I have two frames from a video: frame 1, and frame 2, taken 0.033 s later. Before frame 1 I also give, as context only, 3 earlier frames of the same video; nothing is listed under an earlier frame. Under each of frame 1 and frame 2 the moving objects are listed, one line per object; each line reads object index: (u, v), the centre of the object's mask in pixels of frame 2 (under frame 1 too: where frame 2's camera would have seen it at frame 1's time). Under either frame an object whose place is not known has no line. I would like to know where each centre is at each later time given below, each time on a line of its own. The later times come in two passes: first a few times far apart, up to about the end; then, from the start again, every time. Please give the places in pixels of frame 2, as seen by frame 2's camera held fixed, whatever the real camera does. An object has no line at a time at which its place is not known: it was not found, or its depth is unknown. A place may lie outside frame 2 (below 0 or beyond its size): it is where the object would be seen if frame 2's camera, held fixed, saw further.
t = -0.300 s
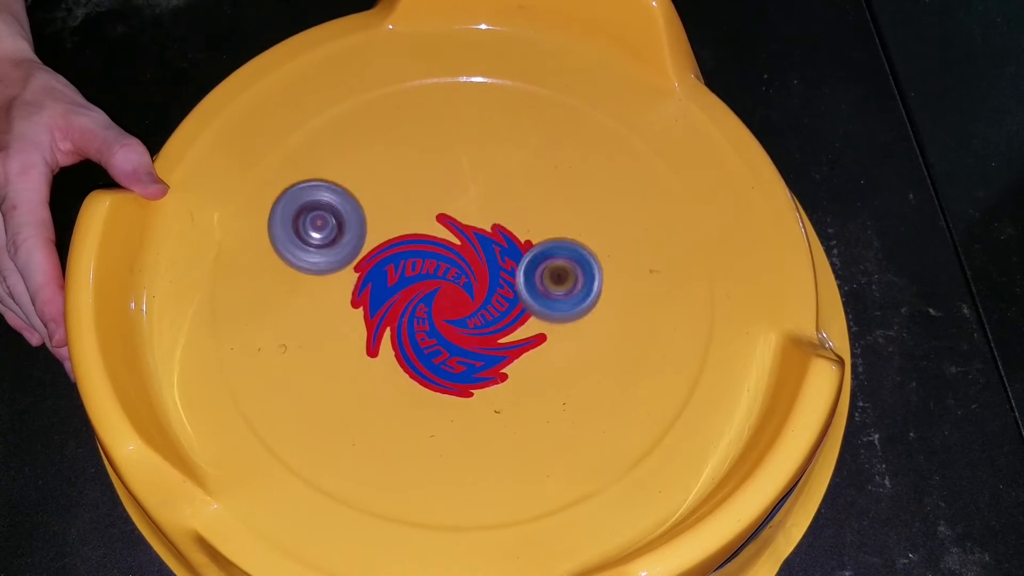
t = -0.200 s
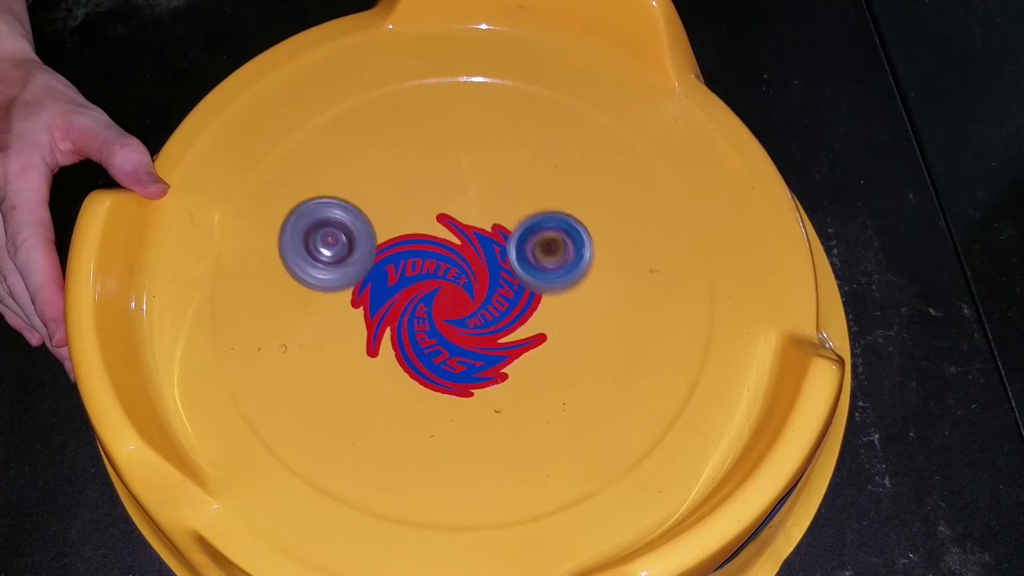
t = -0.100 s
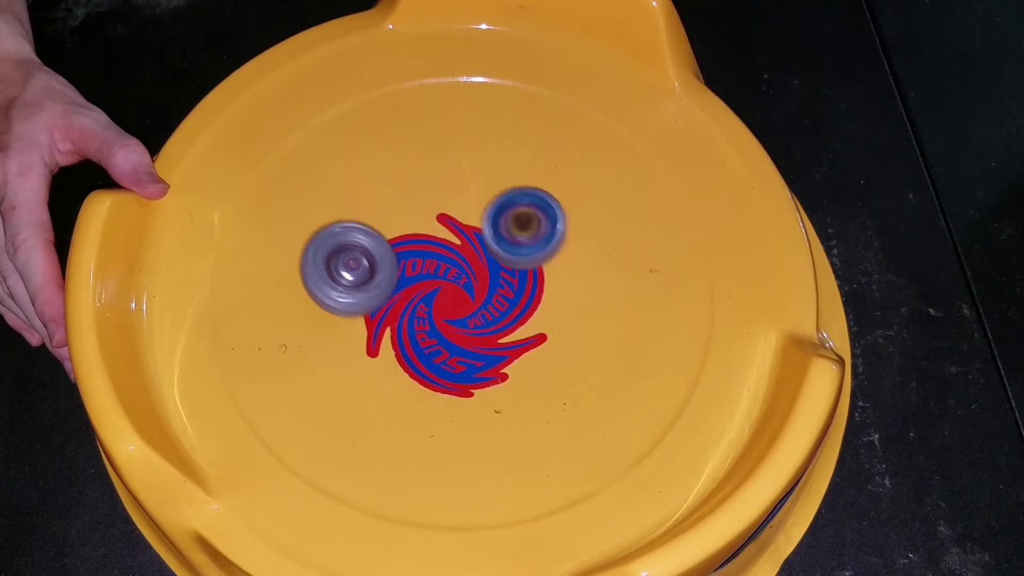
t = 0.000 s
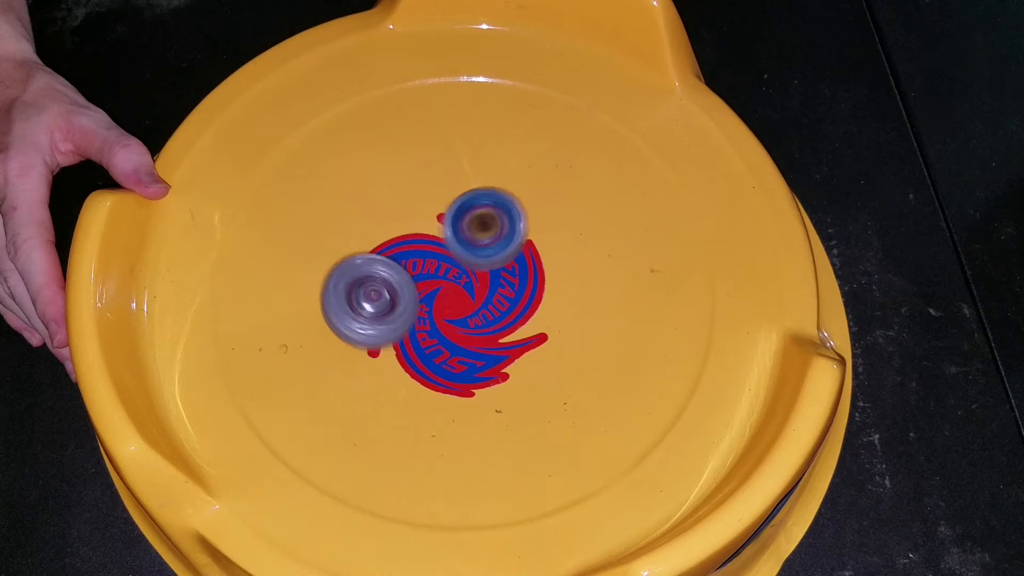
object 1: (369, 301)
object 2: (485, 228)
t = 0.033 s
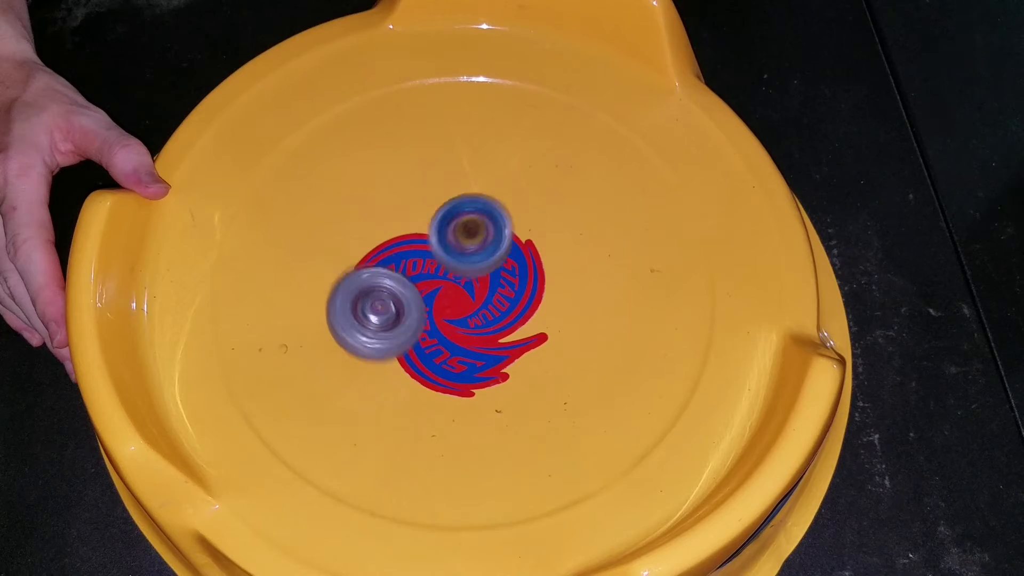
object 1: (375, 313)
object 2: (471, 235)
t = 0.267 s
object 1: (400, 374)
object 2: (455, 309)
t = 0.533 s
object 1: (423, 397)
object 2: (509, 302)
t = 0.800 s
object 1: (475, 351)
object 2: (466, 268)
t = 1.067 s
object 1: (532, 343)
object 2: (409, 296)
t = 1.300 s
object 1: (544, 294)
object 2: (444, 316)
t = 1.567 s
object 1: (549, 234)
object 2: (447, 271)
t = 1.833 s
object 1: (512, 217)
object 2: (430, 283)
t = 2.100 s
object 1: (500, 189)
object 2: (418, 324)
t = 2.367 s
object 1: (451, 225)
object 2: (458, 317)
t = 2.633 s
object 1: (409, 197)
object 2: (461, 326)
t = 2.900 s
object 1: (404, 218)
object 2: (472, 359)
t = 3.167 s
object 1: (420, 207)
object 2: (581, 414)
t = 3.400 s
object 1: (431, 279)
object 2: (571, 290)
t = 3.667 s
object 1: (386, 339)
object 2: (454, 242)
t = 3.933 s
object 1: (357, 353)
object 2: (384, 214)
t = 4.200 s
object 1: (445, 338)
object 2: (344, 277)
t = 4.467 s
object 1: (514, 344)
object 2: (422, 307)
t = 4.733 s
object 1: (546, 319)
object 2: (462, 250)
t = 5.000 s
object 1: (533, 272)
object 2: (441, 237)
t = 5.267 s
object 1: (529, 231)
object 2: (426, 259)
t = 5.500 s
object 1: (533, 237)
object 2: (402, 318)
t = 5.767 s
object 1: (485, 205)
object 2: (428, 362)
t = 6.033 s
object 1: (476, 205)
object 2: (468, 340)
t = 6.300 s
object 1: (417, 217)
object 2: (483, 348)
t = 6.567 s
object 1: (401, 226)
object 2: (481, 323)
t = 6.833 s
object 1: (385, 256)
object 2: (487, 329)
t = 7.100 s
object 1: (361, 252)
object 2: (563, 330)
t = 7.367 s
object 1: (414, 271)
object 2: (529, 277)
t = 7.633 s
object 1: (420, 311)
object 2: (498, 259)
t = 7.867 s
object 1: (426, 331)
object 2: (489, 248)
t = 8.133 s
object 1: (437, 324)
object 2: (458, 245)
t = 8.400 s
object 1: (461, 334)
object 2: (447, 237)
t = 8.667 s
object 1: (479, 333)
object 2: (431, 235)
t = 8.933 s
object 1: (485, 329)
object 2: (418, 235)
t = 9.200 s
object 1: (499, 306)
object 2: (421, 247)
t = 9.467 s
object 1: (507, 301)
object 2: (425, 248)
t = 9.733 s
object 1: (512, 315)
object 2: (393, 228)
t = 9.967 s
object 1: (488, 303)
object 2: (410, 259)
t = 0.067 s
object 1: (380, 325)
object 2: (460, 245)
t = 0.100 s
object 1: (383, 335)
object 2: (453, 257)
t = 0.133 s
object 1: (386, 345)
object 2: (449, 270)
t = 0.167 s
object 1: (390, 353)
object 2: (447, 282)
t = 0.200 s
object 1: (393, 362)
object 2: (447, 293)
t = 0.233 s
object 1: (396, 368)
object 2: (449, 301)
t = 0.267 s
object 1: (400, 374)
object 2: (455, 309)
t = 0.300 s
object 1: (401, 381)
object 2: (463, 317)
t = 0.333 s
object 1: (403, 388)
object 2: (471, 324)
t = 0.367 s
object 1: (405, 393)
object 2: (478, 327)
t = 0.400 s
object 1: (407, 397)
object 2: (485, 326)
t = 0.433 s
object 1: (410, 399)
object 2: (492, 321)
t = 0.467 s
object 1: (414, 400)
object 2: (500, 316)
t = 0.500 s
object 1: (418, 399)
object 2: (506, 309)
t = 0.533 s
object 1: (423, 397)
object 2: (509, 302)
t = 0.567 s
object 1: (428, 394)
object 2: (509, 294)
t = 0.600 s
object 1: (434, 390)
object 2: (506, 287)
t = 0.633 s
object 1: (439, 384)
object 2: (503, 280)
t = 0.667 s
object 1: (445, 378)
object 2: (496, 275)
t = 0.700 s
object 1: (452, 371)
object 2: (487, 272)
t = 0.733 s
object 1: (459, 364)
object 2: (479, 268)
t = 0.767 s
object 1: (467, 357)
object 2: (474, 267)
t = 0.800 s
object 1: (475, 351)
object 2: (466, 268)
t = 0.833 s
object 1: (484, 348)
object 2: (457, 270)
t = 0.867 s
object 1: (496, 352)
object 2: (447, 263)
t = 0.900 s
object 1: (507, 354)
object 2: (437, 260)
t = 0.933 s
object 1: (517, 355)
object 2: (429, 261)
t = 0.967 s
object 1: (523, 354)
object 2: (424, 266)
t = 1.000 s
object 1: (527, 351)
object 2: (419, 275)
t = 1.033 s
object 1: (530, 347)
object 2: (414, 286)
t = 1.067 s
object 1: (532, 343)
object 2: (409, 296)
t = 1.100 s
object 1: (533, 338)
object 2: (409, 304)
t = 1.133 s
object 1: (532, 332)
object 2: (412, 309)
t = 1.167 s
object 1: (532, 326)
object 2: (420, 313)
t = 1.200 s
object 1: (534, 319)
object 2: (429, 317)
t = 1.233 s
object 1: (537, 311)
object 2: (437, 320)
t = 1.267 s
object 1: (541, 304)
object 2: (441, 320)
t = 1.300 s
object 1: (544, 294)
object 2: (444, 316)
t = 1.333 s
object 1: (548, 285)
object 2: (449, 311)
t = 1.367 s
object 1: (551, 276)
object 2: (452, 308)
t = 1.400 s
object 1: (553, 268)
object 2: (455, 304)
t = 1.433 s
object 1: (553, 261)
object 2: (453, 297)
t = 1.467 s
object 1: (553, 253)
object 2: (450, 290)
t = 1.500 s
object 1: (553, 246)
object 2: (450, 281)
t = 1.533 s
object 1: (551, 239)
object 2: (450, 274)
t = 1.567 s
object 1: (549, 234)
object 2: (447, 271)
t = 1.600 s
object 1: (546, 229)
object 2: (440, 269)
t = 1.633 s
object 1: (543, 225)
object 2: (433, 267)
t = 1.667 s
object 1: (539, 222)
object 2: (429, 266)
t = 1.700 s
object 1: (535, 220)
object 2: (425, 266)
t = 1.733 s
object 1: (530, 219)
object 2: (425, 268)
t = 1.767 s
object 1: (525, 218)
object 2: (426, 272)
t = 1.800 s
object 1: (519, 218)
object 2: (429, 277)
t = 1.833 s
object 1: (512, 217)
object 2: (430, 283)
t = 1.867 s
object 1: (505, 217)
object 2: (432, 286)
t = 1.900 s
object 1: (498, 216)
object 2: (436, 286)
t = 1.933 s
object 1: (497, 211)
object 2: (430, 291)
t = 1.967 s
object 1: (500, 199)
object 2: (416, 301)
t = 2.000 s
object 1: (502, 193)
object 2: (407, 309)
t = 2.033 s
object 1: (502, 189)
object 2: (406, 315)
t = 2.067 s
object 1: (502, 188)
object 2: (411, 320)
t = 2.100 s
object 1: (500, 189)
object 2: (418, 324)
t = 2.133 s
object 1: (499, 193)
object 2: (428, 327)
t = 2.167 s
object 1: (496, 198)
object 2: (437, 327)
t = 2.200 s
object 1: (493, 204)
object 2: (444, 325)
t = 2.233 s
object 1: (486, 210)
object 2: (450, 321)
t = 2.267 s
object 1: (477, 213)
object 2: (453, 319)
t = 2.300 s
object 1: (468, 217)
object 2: (455, 317)
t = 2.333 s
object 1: (460, 221)
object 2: (457, 316)
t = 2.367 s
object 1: (451, 225)
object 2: (458, 317)
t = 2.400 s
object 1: (443, 228)
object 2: (455, 317)
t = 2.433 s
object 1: (436, 228)
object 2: (451, 319)
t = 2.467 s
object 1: (427, 217)
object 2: (447, 331)
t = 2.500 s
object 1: (420, 209)
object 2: (446, 336)
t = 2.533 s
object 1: (415, 202)
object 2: (450, 336)
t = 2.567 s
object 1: (411, 198)
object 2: (454, 335)
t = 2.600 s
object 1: (410, 197)
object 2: (458, 331)
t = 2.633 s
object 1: (409, 197)
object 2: (461, 326)
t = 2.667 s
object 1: (410, 199)
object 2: (462, 321)
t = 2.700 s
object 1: (412, 203)
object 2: (462, 316)
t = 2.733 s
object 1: (414, 207)
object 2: (461, 313)
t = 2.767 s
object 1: (416, 213)
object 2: (461, 313)
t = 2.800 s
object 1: (416, 219)
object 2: (459, 315)
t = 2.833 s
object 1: (416, 226)
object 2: (456, 317)
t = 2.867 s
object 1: (415, 234)
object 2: (453, 319)
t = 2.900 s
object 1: (404, 218)
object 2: (472, 359)
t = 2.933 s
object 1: (395, 203)
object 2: (489, 391)
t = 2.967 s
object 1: (390, 196)
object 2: (506, 420)
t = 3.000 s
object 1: (389, 192)
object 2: (523, 438)
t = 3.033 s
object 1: (392, 190)
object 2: (537, 447)
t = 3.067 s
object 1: (397, 191)
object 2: (549, 448)
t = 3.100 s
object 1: (405, 194)
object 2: (562, 441)
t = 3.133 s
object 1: (412, 199)
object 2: (572, 428)
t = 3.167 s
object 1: (420, 207)
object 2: (581, 414)
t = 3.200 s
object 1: (425, 216)
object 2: (589, 395)
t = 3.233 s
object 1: (429, 226)
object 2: (593, 378)
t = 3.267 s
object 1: (433, 236)
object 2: (595, 359)
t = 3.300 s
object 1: (435, 249)
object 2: (593, 340)
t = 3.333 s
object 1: (436, 259)
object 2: (589, 322)
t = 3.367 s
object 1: (434, 270)
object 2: (581, 305)
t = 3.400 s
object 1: (431, 279)
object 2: (571, 290)
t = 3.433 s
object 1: (428, 289)
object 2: (556, 278)
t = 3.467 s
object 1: (422, 298)
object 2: (540, 268)
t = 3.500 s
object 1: (415, 309)
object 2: (523, 261)
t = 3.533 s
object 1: (409, 316)
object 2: (504, 256)
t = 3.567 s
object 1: (405, 319)
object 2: (488, 255)
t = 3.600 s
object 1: (403, 321)
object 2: (470, 258)
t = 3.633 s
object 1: (401, 323)
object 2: (455, 259)
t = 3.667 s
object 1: (386, 339)
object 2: (454, 242)
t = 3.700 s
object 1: (375, 351)
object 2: (455, 225)
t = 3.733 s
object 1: (367, 358)
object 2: (454, 212)
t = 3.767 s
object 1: (361, 361)
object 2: (448, 204)
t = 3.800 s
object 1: (358, 363)
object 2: (440, 201)
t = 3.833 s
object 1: (356, 363)
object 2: (427, 200)
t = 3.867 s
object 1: (355, 361)
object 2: (413, 203)
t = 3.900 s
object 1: (355, 358)
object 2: (399, 208)
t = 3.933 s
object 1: (357, 353)
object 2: (384, 214)
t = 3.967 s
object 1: (361, 348)
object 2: (372, 223)
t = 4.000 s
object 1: (368, 343)
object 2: (361, 233)
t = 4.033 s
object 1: (377, 339)
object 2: (353, 245)
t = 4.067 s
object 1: (388, 335)
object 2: (347, 256)
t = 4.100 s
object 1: (402, 335)
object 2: (342, 266)
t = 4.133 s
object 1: (418, 338)
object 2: (338, 267)
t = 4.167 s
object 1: (432, 338)
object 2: (338, 270)
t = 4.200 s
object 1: (445, 338)
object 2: (344, 277)
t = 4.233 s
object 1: (458, 339)
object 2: (350, 285)
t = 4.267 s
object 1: (468, 341)
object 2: (356, 295)
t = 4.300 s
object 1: (477, 342)
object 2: (363, 302)
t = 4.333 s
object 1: (485, 344)
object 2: (370, 307)
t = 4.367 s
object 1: (494, 346)
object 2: (381, 307)
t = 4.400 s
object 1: (503, 347)
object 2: (395, 308)
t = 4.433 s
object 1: (509, 346)
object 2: (410, 308)
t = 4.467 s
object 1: (514, 344)
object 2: (422, 307)
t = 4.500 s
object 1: (517, 341)
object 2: (431, 305)
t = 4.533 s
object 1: (520, 337)
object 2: (437, 300)
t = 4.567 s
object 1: (523, 333)
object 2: (442, 293)
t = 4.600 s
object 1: (526, 329)
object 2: (451, 284)
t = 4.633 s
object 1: (531, 325)
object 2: (459, 276)
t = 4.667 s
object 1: (539, 324)
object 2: (463, 264)
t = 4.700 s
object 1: (544, 322)
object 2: (463, 256)
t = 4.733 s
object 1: (546, 319)
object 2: (462, 250)
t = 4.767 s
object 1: (548, 316)
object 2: (458, 245)
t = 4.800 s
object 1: (546, 313)
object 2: (455, 240)
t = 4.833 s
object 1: (544, 309)
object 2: (452, 235)
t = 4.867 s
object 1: (539, 304)
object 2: (451, 233)
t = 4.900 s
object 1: (536, 297)
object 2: (449, 234)
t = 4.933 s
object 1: (534, 290)
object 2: (446, 236)
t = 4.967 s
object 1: (533, 281)
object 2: (442, 237)
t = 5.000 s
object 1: (533, 272)
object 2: (441, 237)
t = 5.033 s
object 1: (531, 263)
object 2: (442, 237)
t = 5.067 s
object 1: (534, 256)
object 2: (441, 238)
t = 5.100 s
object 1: (536, 249)
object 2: (438, 240)
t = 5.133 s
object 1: (536, 243)
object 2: (435, 245)
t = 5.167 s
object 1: (534, 239)
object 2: (433, 249)
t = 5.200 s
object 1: (530, 236)
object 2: (432, 253)
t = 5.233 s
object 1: (527, 234)
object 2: (434, 256)
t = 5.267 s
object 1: (529, 231)
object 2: (426, 259)
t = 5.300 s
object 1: (540, 226)
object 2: (404, 263)
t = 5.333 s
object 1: (545, 224)
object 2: (387, 269)
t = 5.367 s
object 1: (546, 224)
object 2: (381, 274)
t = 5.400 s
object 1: (546, 228)
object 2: (380, 285)
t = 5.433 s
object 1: (544, 232)
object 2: (383, 296)
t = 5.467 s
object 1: (540, 234)
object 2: (390, 309)
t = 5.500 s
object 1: (533, 237)
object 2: (402, 318)
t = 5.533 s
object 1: (526, 239)
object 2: (413, 324)
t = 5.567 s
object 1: (518, 241)
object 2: (424, 326)
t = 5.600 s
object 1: (507, 243)
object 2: (433, 326)
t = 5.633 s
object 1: (496, 244)
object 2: (441, 324)
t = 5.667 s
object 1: (490, 236)
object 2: (440, 334)
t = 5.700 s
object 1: (488, 223)
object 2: (433, 349)
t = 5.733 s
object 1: (487, 213)
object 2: (428, 359)
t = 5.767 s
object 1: (485, 205)
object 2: (428, 362)
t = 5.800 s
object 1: (483, 201)
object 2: (432, 362)
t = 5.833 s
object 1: (483, 198)
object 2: (437, 360)
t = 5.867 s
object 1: (484, 196)
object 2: (443, 358)
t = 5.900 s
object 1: (484, 195)
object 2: (449, 355)
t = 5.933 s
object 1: (483, 196)
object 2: (455, 352)
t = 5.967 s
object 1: (481, 198)
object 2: (460, 348)
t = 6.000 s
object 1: (479, 201)
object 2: (465, 344)
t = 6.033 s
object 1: (476, 205)
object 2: (468, 340)
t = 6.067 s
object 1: (472, 209)
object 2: (471, 335)
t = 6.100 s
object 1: (466, 213)
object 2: (471, 332)
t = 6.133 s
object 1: (459, 218)
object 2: (471, 326)
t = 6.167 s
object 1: (452, 224)
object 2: (471, 322)
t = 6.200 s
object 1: (444, 229)
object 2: (471, 318)
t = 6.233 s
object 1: (436, 229)
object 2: (473, 322)
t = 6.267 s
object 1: (425, 221)
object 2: (479, 339)
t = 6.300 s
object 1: (417, 217)
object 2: (483, 348)
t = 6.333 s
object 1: (409, 214)
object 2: (483, 351)
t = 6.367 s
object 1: (403, 212)
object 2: (482, 350)
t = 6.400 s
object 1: (400, 211)
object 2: (482, 347)
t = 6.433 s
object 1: (397, 212)
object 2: (481, 342)
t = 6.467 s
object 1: (397, 214)
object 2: (482, 337)
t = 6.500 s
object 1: (398, 217)
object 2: (482, 332)
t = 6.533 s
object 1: (399, 221)
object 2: (482, 327)
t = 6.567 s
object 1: (401, 226)
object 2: (481, 323)
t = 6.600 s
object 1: (402, 231)
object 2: (478, 319)
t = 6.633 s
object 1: (402, 237)
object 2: (475, 317)
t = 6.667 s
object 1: (403, 244)
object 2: (471, 314)
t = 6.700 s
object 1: (400, 248)
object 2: (473, 316)
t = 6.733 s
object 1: (392, 248)
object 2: (482, 325)
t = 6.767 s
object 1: (387, 250)
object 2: (487, 328)
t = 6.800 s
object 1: (385, 253)
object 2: (488, 330)
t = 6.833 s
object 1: (385, 256)
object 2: (487, 329)
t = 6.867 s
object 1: (386, 259)
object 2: (485, 326)
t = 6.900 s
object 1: (388, 263)
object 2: (481, 322)
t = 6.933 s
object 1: (390, 266)
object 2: (477, 317)
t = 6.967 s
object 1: (389, 267)
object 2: (480, 315)
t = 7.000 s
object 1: (369, 259)
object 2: (512, 325)
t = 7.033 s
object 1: (359, 254)
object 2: (539, 330)
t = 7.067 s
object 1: (358, 253)
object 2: (554, 332)
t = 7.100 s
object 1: (361, 252)
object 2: (563, 330)
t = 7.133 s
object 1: (367, 251)
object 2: (566, 325)
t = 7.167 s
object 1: (373, 251)
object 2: (564, 318)
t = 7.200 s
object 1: (379, 252)
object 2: (561, 309)
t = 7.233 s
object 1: (384, 255)
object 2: (557, 301)
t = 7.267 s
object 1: (391, 258)
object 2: (550, 293)
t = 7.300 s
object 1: (398, 261)
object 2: (544, 286)
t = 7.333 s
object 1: (406, 266)
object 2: (538, 281)
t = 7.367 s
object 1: (414, 271)
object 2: (529, 277)
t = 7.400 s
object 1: (421, 278)
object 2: (521, 274)
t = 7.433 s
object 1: (421, 286)
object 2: (519, 272)
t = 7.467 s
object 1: (417, 293)
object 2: (523, 268)
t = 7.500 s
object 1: (416, 299)
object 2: (522, 266)
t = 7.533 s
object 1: (417, 303)
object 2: (517, 264)
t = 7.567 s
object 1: (417, 306)
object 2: (511, 262)
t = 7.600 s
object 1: (419, 309)
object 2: (505, 260)
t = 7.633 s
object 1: (420, 311)
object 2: (498, 259)
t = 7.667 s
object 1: (422, 313)
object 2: (492, 258)
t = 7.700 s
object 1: (424, 315)
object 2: (487, 258)
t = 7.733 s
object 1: (424, 318)
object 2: (486, 257)
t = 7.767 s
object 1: (424, 320)
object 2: (484, 256)
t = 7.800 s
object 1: (427, 321)
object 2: (483, 257)
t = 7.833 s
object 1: (428, 324)
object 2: (483, 258)
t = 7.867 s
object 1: (426, 331)
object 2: (489, 248)
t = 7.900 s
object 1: (426, 334)
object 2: (492, 242)
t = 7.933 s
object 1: (427, 335)
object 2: (492, 239)
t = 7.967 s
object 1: (428, 334)
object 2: (489, 239)
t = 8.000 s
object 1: (429, 332)
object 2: (485, 240)
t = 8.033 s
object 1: (430, 330)
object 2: (478, 241)
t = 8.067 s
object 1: (431, 328)
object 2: (470, 242)
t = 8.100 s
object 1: (434, 326)
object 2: (464, 244)
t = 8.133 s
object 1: (437, 324)
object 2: (458, 245)
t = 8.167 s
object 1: (439, 326)
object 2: (455, 243)
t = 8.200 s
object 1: (442, 329)
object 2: (454, 239)
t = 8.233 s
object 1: (445, 330)
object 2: (453, 238)
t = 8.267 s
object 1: (448, 329)
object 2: (453, 239)
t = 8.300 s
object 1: (451, 328)
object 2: (452, 242)
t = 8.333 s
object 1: (453, 326)
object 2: (450, 245)
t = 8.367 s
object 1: (456, 329)
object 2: (448, 244)
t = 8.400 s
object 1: (461, 334)
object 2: (447, 237)
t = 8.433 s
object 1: (465, 334)
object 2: (446, 234)
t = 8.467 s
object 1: (467, 333)
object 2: (446, 234)
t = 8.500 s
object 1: (469, 332)
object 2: (446, 236)
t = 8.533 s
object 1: (469, 330)
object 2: (445, 240)
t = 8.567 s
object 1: (470, 328)
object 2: (442, 244)
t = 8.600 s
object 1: (470, 326)
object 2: (440, 247)
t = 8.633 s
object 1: (471, 324)
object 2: (437, 249)
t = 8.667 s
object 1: (479, 333)
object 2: (431, 235)
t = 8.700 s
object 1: (484, 337)
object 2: (426, 223)
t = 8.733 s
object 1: (487, 339)
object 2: (424, 217)
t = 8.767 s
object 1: (488, 338)
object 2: (423, 216)
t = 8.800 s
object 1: (488, 337)
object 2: (423, 218)
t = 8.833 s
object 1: (488, 336)
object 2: (422, 221)
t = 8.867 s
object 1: (487, 334)
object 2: (421, 226)
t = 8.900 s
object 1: (486, 332)
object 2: (419, 231)
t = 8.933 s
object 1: (485, 329)
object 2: (418, 235)
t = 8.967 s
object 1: (485, 325)
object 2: (418, 240)
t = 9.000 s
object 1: (484, 320)
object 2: (420, 245)
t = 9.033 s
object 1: (484, 316)
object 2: (423, 249)
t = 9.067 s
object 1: (485, 312)
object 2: (425, 252)
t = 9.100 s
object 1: (492, 313)
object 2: (420, 248)
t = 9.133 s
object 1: (497, 311)
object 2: (418, 246)
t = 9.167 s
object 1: (499, 309)
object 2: (418, 246)
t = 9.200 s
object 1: (499, 306)
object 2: (421, 247)
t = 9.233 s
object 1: (499, 304)
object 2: (424, 249)
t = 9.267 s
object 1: (499, 301)
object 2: (428, 251)
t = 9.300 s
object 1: (504, 304)
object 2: (425, 246)
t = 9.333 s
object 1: (508, 305)
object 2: (421, 242)
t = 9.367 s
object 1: (510, 305)
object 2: (419, 241)
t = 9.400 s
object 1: (510, 304)
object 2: (419, 242)
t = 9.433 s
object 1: (508, 302)
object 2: (422, 244)
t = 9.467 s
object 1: (507, 301)
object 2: (425, 248)
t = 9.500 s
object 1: (504, 299)
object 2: (428, 252)
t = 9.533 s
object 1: (512, 304)
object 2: (420, 245)
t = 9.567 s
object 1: (523, 312)
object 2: (405, 232)
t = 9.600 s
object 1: (527, 316)
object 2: (395, 225)
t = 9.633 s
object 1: (526, 317)
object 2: (391, 222)
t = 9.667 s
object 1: (523, 317)
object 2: (390, 222)
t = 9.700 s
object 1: (518, 317)
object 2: (391, 224)
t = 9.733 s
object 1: (512, 315)
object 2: (393, 228)
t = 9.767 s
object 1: (507, 314)
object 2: (393, 234)
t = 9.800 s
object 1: (503, 313)
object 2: (395, 239)
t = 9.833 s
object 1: (500, 312)
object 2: (397, 244)
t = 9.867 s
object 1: (497, 311)
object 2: (400, 249)
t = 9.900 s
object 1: (494, 309)
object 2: (403, 253)
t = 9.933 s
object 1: (491, 306)
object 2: (406, 257)
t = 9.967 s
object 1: (488, 303)
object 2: (410, 259)
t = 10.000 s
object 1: (498, 306)
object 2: (404, 253)
